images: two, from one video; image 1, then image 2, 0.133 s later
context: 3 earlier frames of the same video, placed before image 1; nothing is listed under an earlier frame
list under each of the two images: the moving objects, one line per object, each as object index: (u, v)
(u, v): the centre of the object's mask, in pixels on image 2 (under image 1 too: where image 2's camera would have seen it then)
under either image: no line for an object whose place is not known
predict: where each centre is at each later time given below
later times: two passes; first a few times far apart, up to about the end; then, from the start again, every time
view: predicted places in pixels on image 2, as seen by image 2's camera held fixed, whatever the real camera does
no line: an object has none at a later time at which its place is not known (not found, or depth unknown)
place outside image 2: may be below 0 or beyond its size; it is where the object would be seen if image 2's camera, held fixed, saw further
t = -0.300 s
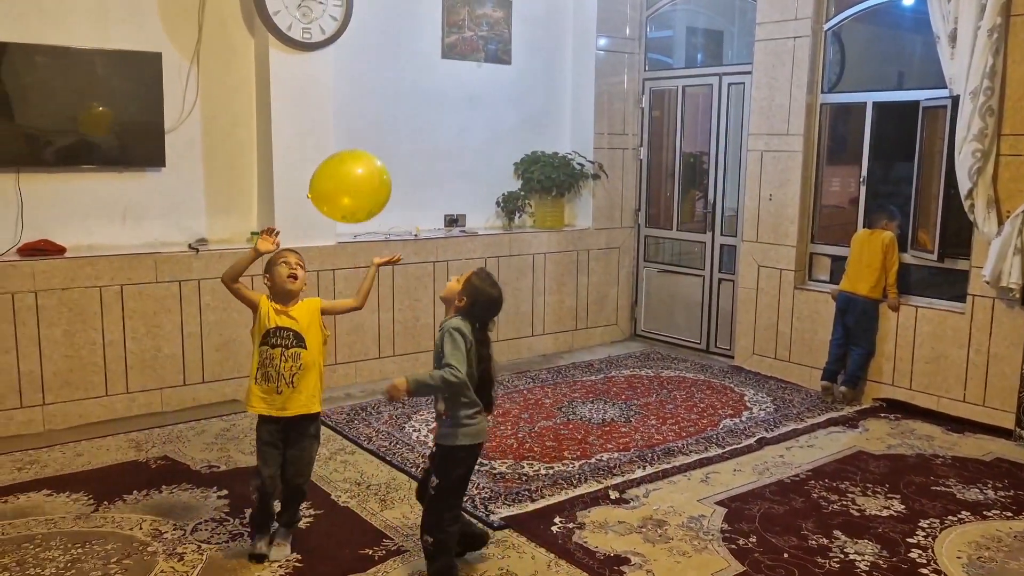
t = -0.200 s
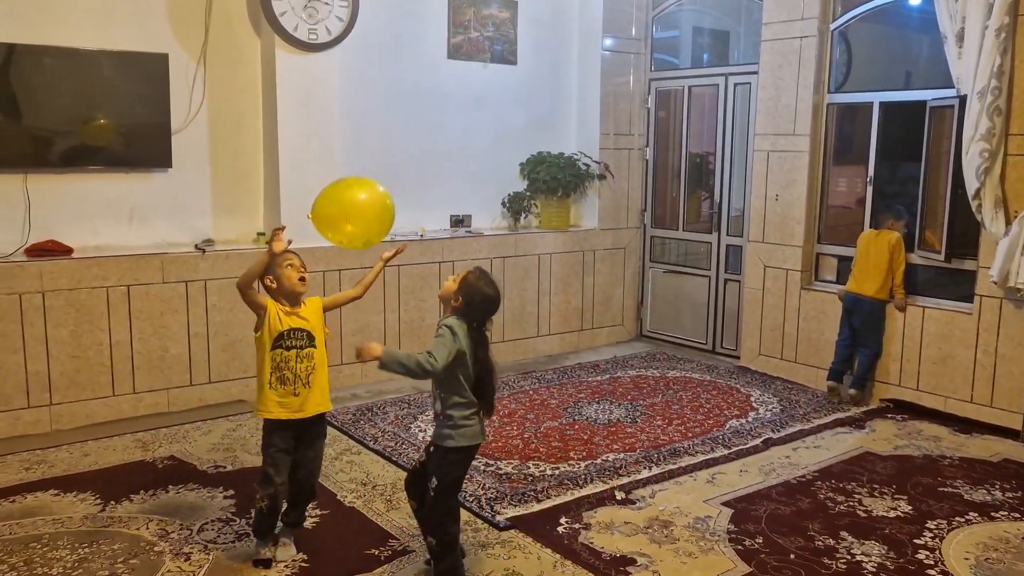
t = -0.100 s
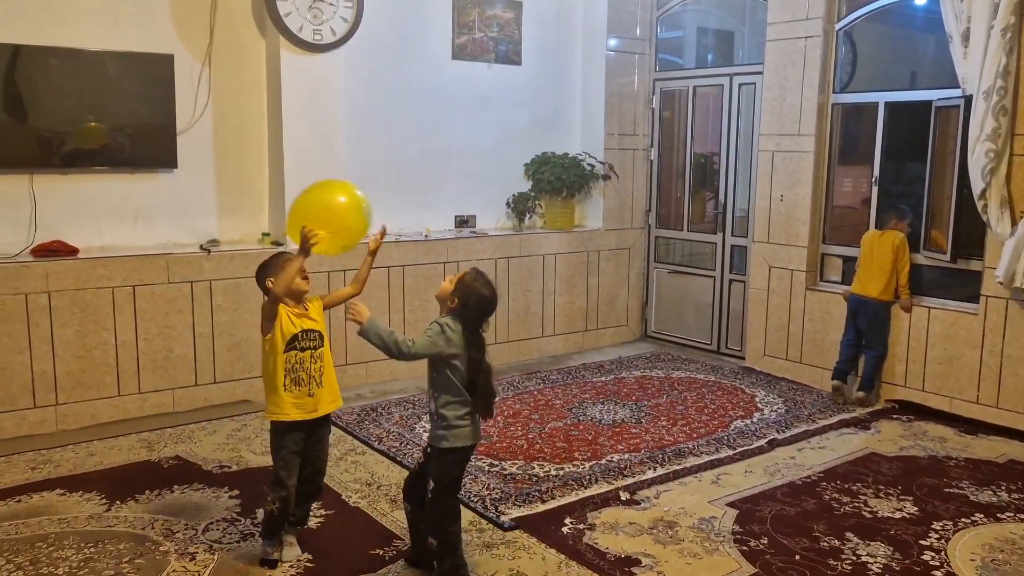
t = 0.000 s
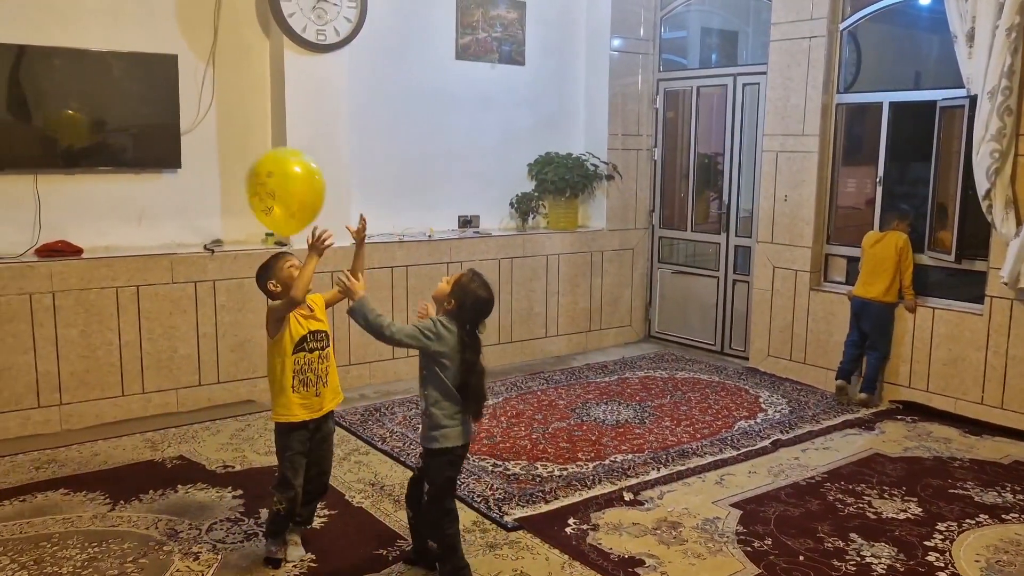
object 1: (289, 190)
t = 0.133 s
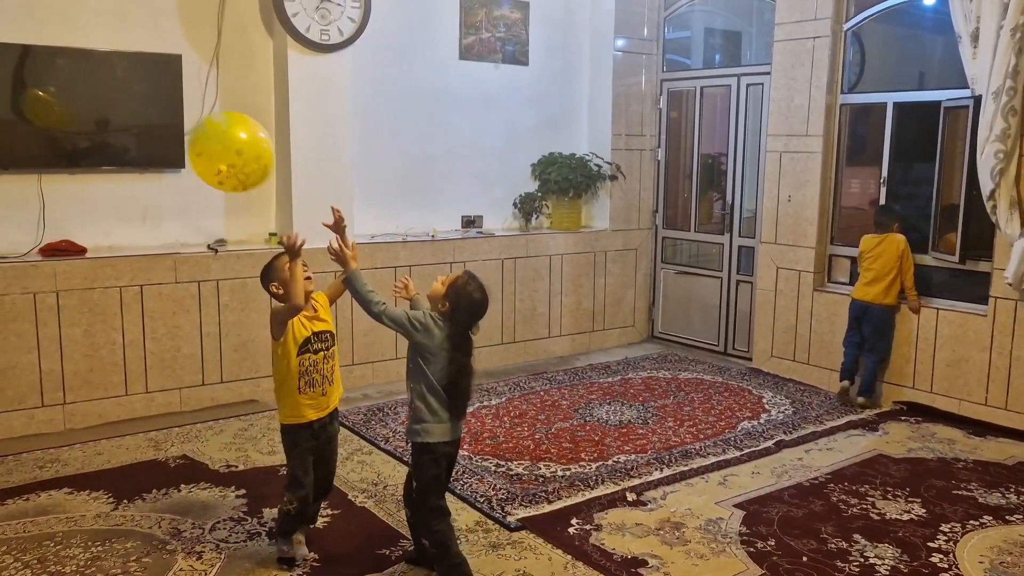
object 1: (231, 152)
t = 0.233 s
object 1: (189, 130)
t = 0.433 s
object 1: (119, 104)
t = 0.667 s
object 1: (48, 105)
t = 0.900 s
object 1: (11, 131)
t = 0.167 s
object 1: (216, 144)
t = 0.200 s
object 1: (202, 137)
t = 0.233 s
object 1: (189, 130)
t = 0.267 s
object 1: (176, 125)
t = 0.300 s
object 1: (164, 120)
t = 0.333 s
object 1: (152, 115)
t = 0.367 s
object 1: (141, 111)
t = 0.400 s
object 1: (130, 107)
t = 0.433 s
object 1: (119, 104)
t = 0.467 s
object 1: (107, 103)
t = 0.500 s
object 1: (97, 101)
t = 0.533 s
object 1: (86, 100)
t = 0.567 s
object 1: (76, 100)
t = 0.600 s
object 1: (66, 102)
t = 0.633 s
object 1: (57, 103)
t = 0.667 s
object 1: (48, 105)
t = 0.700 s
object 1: (40, 108)
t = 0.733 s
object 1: (33, 110)
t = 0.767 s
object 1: (26, 114)
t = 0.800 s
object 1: (22, 118)
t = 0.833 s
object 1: (18, 122)
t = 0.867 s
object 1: (14, 127)
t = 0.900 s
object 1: (11, 131)
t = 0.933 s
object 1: (8, 136)
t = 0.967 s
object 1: (5, 141)
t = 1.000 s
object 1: (2, 147)
